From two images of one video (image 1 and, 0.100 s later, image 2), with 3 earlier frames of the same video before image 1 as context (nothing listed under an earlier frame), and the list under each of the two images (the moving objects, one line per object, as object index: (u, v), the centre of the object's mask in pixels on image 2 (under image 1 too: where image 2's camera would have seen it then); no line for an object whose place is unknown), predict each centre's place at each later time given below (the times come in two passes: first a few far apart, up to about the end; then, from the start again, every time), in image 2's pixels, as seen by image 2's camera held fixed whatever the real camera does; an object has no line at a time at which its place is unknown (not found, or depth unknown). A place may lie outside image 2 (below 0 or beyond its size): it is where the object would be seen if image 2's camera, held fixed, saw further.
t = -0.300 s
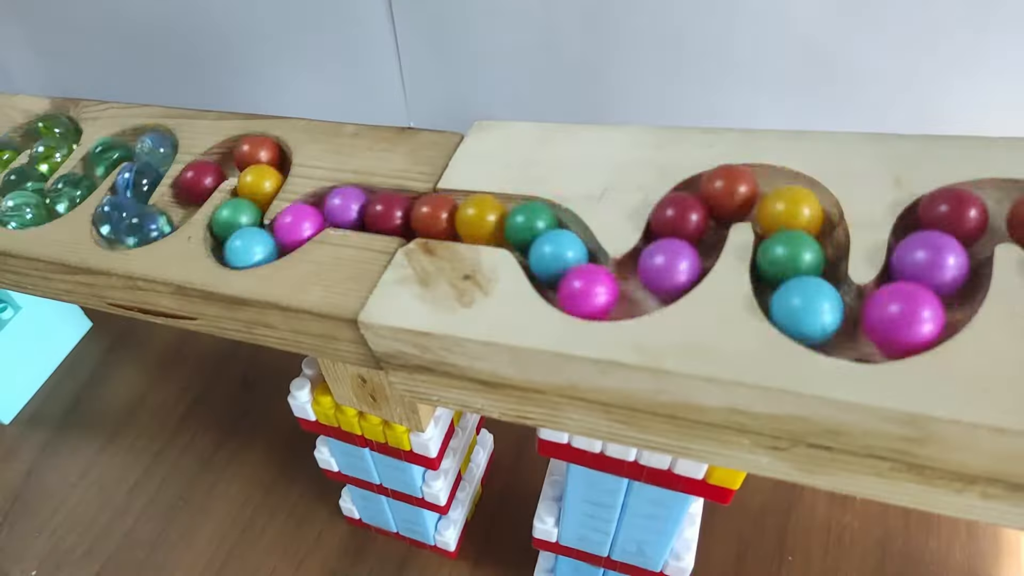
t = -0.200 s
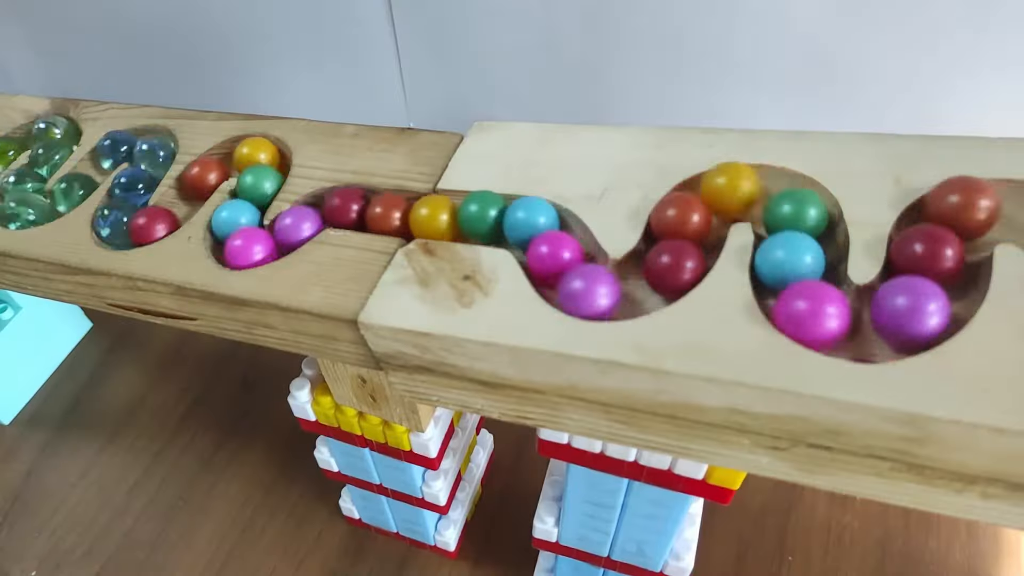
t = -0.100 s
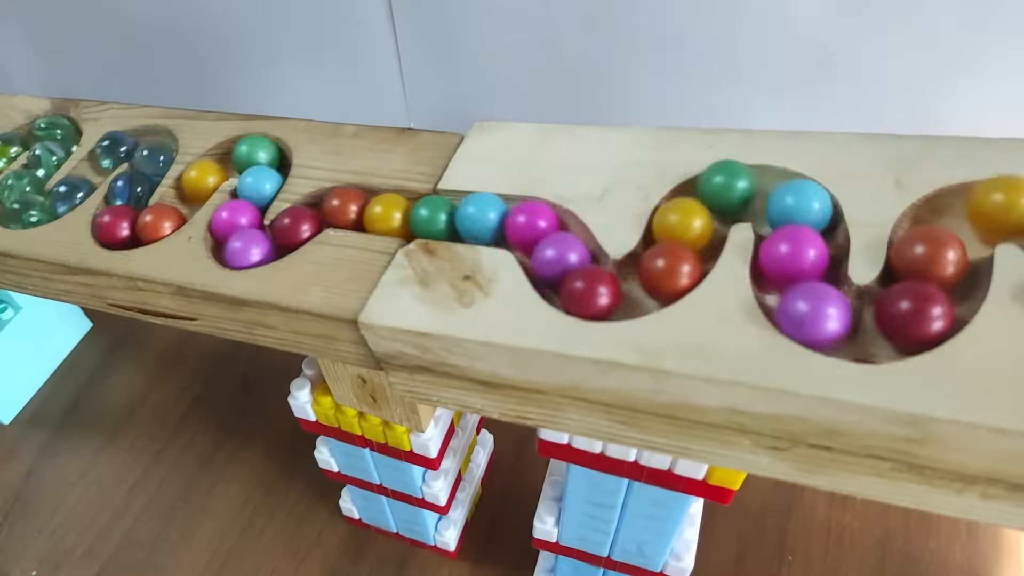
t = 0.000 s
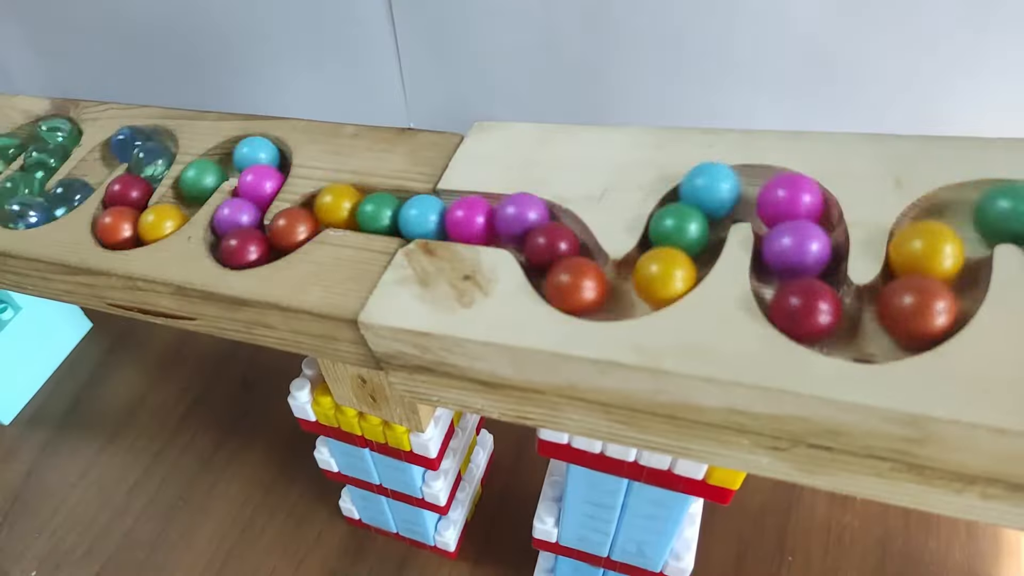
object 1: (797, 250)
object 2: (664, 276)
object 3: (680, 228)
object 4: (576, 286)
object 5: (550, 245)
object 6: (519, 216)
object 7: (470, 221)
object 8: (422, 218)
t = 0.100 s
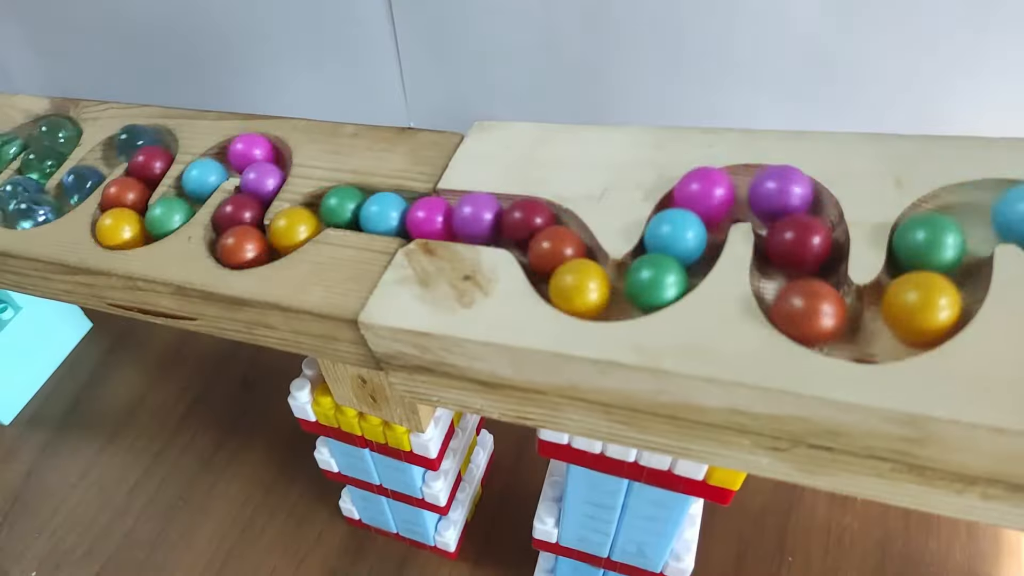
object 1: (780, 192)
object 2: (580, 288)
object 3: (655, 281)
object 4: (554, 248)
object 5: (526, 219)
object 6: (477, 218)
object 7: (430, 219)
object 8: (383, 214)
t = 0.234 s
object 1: (686, 215)
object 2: (543, 227)
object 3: (557, 268)
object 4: (497, 215)
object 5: (448, 219)
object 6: (403, 214)
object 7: (360, 212)
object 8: (312, 212)
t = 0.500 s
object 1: (575, 284)
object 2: (415, 219)
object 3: (461, 221)
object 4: (369, 211)
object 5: (324, 208)
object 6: (281, 237)
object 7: (235, 245)
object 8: (244, 205)
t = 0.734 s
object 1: (492, 213)
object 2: (305, 219)
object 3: (354, 209)
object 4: (260, 246)
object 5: (229, 228)
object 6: (254, 192)
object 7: (268, 160)
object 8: (223, 160)
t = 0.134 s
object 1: (748, 188)
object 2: (568, 281)
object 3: (627, 292)
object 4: (549, 240)
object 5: (507, 223)
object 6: (458, 218)
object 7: (413, 218)
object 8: (369, 212)
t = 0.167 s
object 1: (719, 189)
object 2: (559, 267)
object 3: (602, 295)
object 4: (536, 228)
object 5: (487, 222)
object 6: (437, 218)
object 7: (395, 216)
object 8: (353, 208)
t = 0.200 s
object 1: (700, 199)
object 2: (552, 246)
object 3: (575, 285)
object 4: (518, 217)
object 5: (467, 220)
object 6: (418, 217)
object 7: (376, 214)
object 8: (332, 205)
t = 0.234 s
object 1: (686, 215)
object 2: (543, 227)
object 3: (557, 268)
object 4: (497, 215)
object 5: (448, 219)
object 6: (403, 214)
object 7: (360, 212)
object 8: (312, 212)
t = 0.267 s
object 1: (676, 231)
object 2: (533, 217)
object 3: (548, 254)
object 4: (484, 216)
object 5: (433, 219)
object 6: (390, 213)
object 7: (350, 209)
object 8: (300, 223)
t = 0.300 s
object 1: (676, 250)
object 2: (518, 220)
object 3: (548, 247)
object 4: (469, 219)
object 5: (419, 218)
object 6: (375, 212)
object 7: (335, 206)
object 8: (288, 231)
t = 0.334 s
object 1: (677, 262)
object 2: (502, 223)
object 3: (549, 234)
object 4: (451, 219)
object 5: (405, 214)
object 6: (360, 210)
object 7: (314, 212)
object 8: (273, 241)
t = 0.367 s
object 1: (667, 271)
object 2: (485, 222)
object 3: (535, 225)
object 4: (434, 218)
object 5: (388, 215)
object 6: (345, 206)
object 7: (298, 225)
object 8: (252, 248)
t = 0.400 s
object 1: (645, 281)
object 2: (463, 218)
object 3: (512, 221)
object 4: (415, 216)
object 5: (368, 213)
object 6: (324, 206)
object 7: (285, 235)
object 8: (238, 245)
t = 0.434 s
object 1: (622, 291)
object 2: (447, 217)
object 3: (494, 216)
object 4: (400, 215)
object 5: (355, 208)
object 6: (307, 216)
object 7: (266, 245)
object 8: (230, 232)
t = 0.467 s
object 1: (595, 293)
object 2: (433, 217)
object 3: (480, 219)
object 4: (387, 214)
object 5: (344, 206)
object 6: (296, 226)
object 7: (249, 249)
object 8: (234, 217)
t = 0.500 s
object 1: (575, 284)
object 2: (415, 219)
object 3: (461, 221)
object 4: (369, 211)
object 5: (324, 208)
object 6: (281, 237)
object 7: (235, 245)
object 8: (244, 205)
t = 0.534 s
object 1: (562, 268)
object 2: (399, 215)
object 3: (442, 220)
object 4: (354, 208)
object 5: (305, 217)
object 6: (263, 244)
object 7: (228, 233)
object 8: (251, 195)
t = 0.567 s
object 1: (556, 251)
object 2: (384, 214)
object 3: (429, 218)
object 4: (341, 206)
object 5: (291, 230)
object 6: (243, 248)
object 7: (236, 215)
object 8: (260, 183)
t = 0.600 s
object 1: (548, 236)
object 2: (366, 212)
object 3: (411, 216)
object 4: (320, 208)
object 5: (278, 239)
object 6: (233, 241)
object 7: (246, 203)
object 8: (267, 170)
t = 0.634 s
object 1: (538, 225)
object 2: (352, 208)
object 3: (394, 216)
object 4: (303, 220)
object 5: (257, 247)
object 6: (230, 226)
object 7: (254, 193)
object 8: (263, 159)
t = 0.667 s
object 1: (522, 218)
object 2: (335, 206)
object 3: (378, 213)
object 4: (289, 232)
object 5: (240, 248)
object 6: (237, 213)
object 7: (262, 183)
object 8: (255, 152)
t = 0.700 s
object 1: (503, 211)
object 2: (316, 210)
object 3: (363, 210)
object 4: (276, 239)
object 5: (231, 242)
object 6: (246, 202)
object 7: (267, 171)
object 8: (239, 151)
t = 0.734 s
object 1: (492, 213)
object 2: (305, 219)
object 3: (354, 209)
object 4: (260, 246)
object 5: (229, 228)
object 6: (254, 192)
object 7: (268, 160)
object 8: (223, 160)
